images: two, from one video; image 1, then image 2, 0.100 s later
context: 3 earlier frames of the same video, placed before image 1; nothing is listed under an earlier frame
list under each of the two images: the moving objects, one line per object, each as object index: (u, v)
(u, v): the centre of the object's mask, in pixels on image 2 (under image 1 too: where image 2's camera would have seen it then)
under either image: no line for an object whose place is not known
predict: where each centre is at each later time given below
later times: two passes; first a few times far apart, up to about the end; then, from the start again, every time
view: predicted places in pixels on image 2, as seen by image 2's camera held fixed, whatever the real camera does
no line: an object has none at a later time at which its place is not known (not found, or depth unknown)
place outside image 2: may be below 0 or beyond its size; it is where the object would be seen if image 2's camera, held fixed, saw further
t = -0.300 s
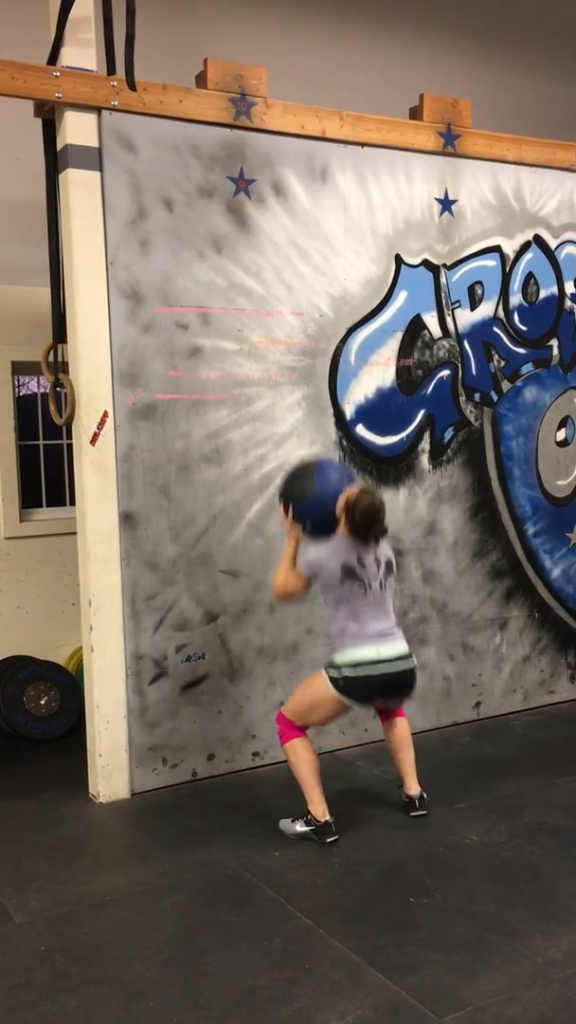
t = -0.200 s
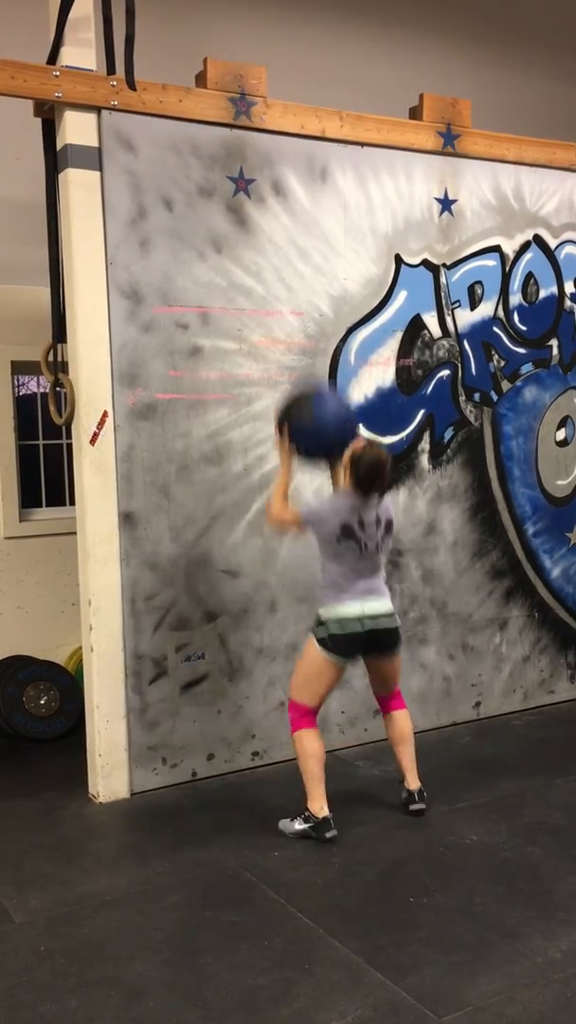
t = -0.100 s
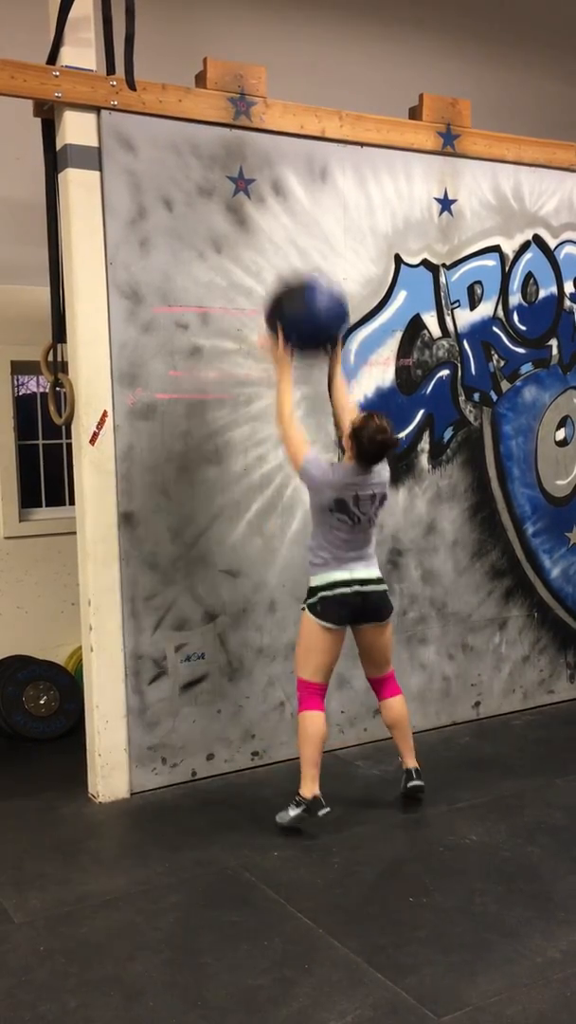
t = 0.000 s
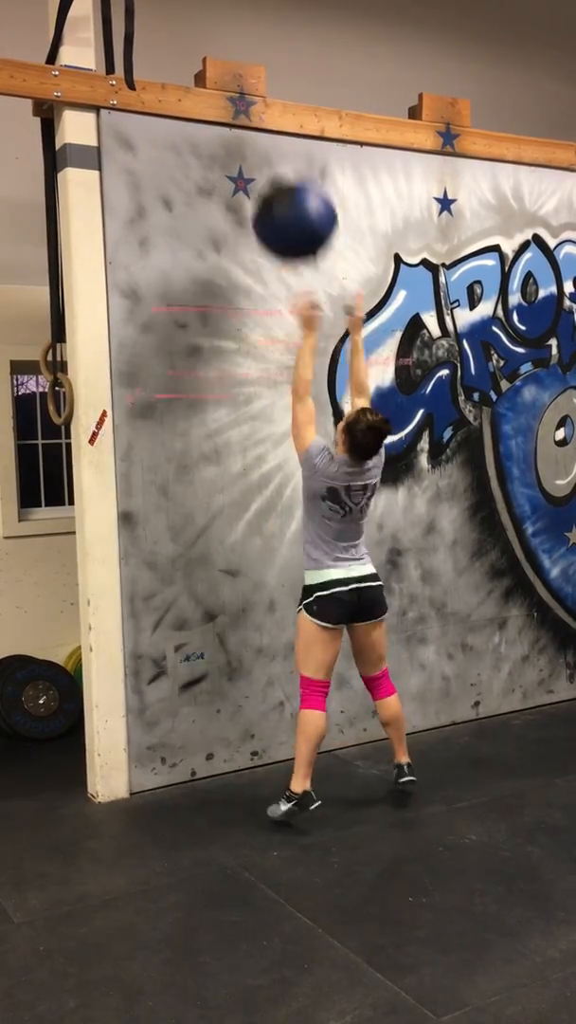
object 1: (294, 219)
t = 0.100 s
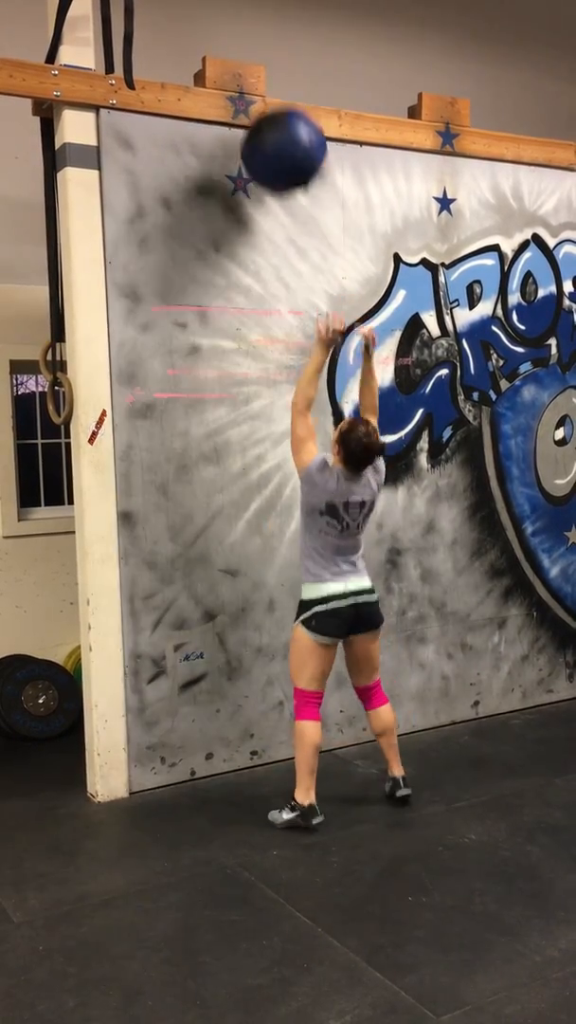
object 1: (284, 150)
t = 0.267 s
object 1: (267, 87)
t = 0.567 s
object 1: (279, 120)
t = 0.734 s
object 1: (295, 226)
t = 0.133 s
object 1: (280, 132)
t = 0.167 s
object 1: (277, 116)
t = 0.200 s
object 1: (273, 104)
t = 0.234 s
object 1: (270, 94)
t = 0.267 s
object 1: (267, 87)
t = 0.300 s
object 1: (264, 83)
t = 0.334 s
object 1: (263, 82)
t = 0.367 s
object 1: (263, 81)
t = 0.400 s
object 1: (265, 82)
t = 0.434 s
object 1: (267, 84)
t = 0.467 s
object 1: (270, 89)
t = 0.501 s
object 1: (273, 96)
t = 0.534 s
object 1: (276, 107)
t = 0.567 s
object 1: (279, 120)
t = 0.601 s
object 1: (282, 136)
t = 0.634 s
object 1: (285, 155)
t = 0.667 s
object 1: (288, 176)
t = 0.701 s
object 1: (291, 198)
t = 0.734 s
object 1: (295, 226)
